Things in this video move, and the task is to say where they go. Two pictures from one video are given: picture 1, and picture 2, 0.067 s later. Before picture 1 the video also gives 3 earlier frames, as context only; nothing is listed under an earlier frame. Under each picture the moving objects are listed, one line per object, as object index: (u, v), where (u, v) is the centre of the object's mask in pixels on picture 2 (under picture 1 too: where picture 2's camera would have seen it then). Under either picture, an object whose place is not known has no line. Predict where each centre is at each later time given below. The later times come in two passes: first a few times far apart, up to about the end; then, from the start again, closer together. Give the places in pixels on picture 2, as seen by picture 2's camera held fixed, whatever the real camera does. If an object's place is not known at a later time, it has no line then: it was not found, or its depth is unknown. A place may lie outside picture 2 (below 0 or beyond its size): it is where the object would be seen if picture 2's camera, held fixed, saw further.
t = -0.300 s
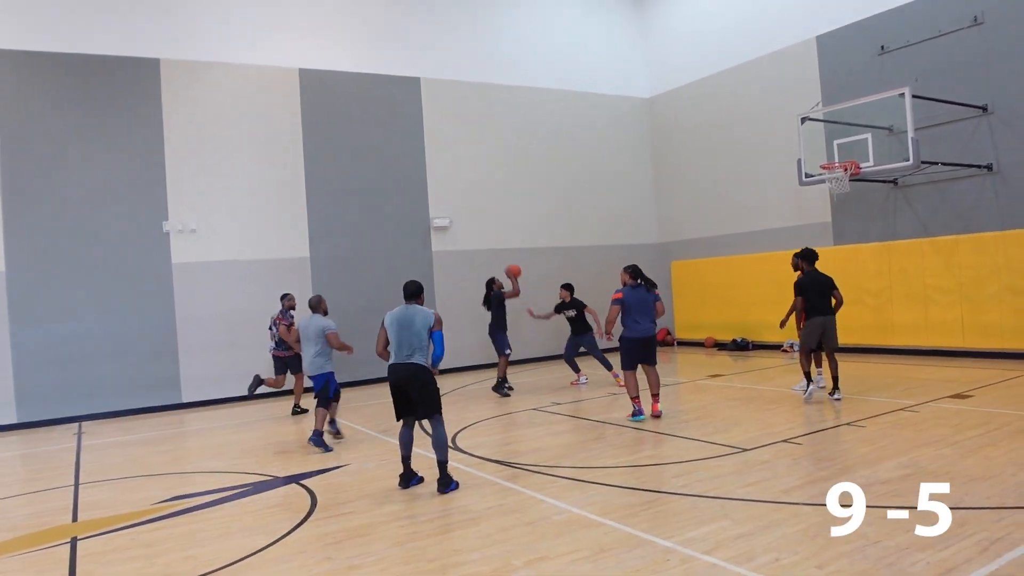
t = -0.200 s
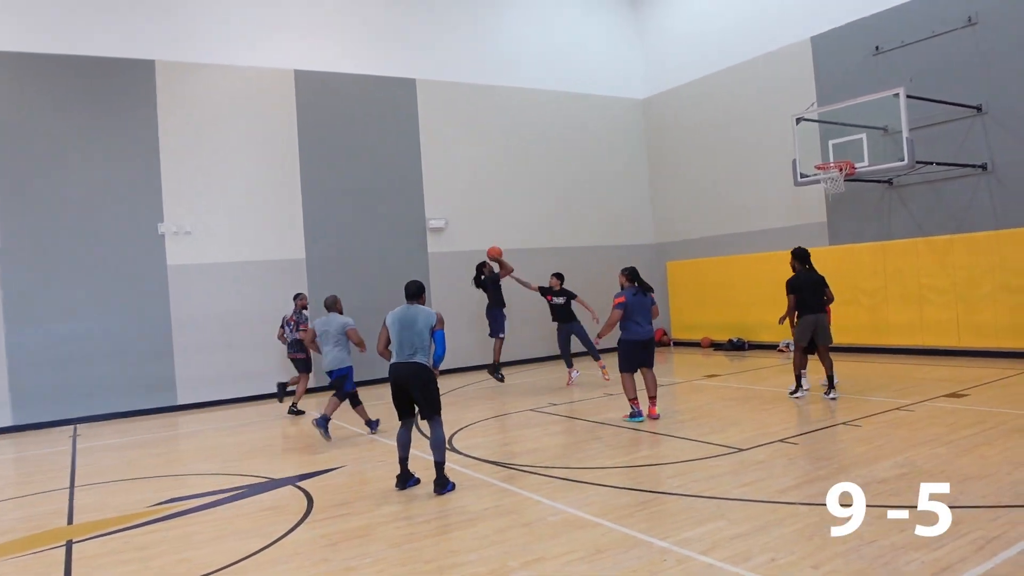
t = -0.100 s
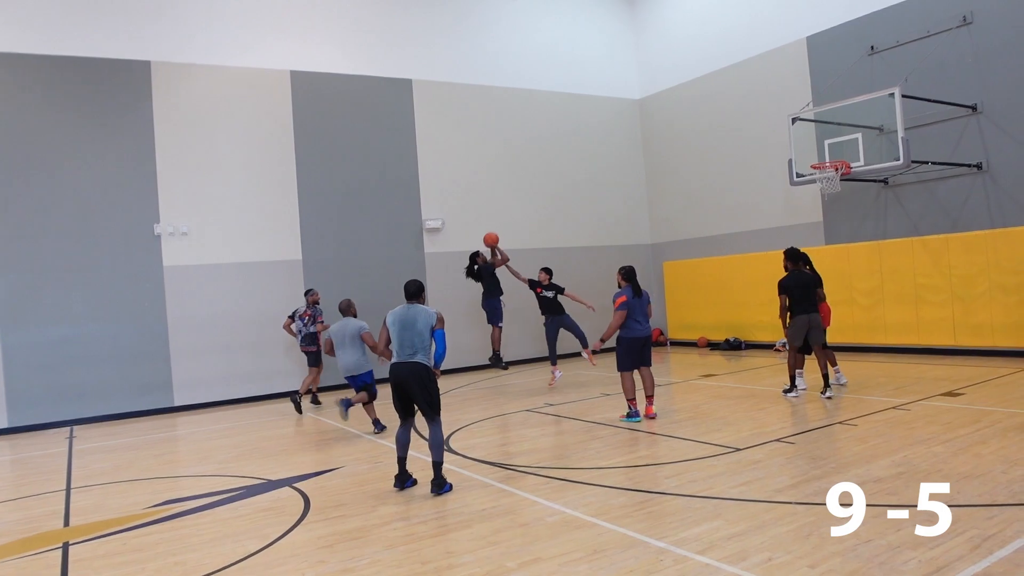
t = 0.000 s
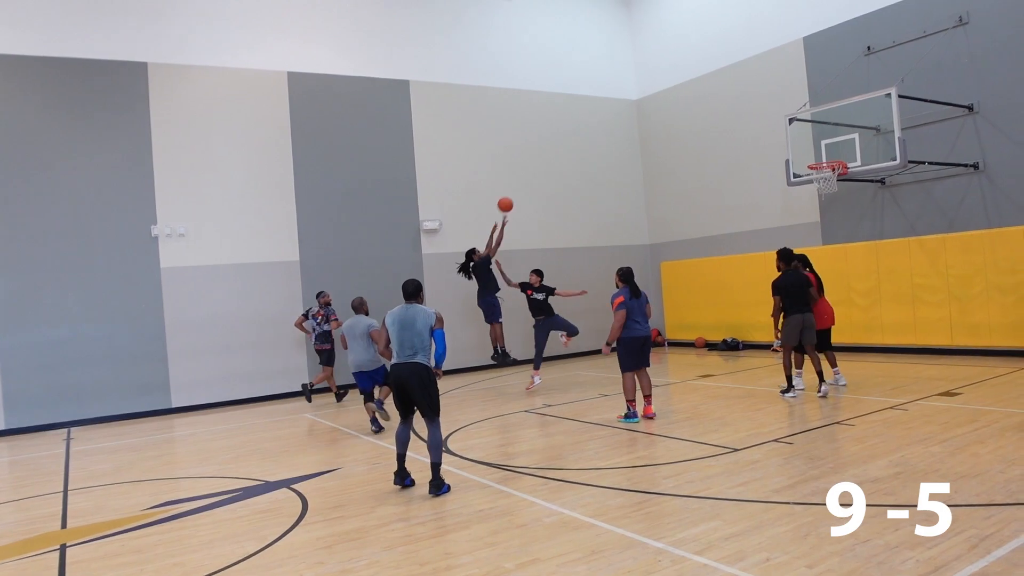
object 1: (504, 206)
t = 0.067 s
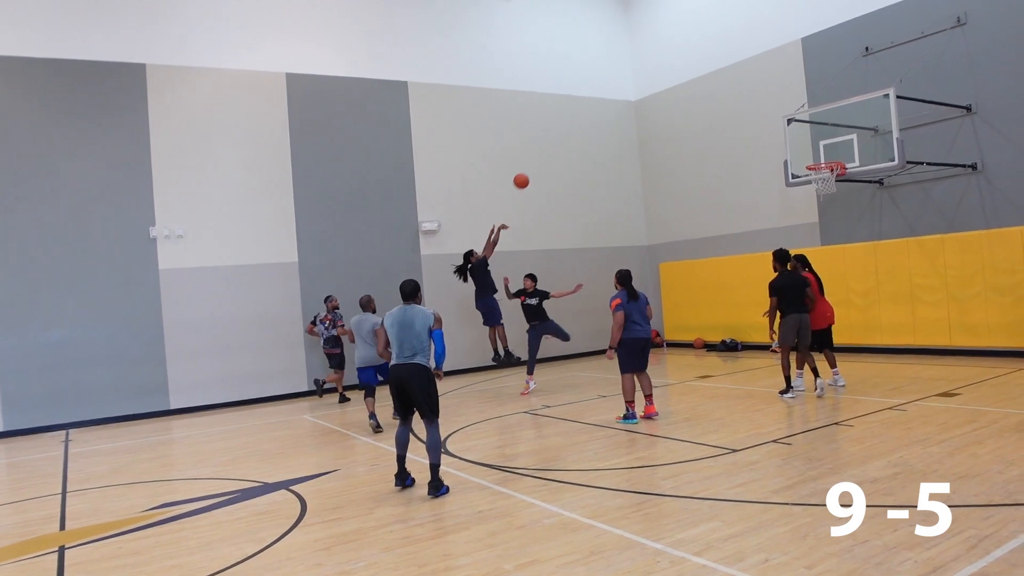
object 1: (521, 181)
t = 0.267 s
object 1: (574, 124)
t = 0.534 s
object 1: (649, 88)
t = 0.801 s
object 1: (728, 98)
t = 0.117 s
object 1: (534, 164)
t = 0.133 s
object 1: (539, 159)
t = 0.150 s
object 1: (543, 154)
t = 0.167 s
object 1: (547, 149)
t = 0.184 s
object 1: (552, 145)
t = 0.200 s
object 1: (556, 140)
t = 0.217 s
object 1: (561, 136)
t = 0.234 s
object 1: (565, 132)
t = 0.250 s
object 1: (570, 128)
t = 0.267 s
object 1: (574, 124)
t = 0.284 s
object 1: (579, 120)
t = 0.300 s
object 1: (583, 117)
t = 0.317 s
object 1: (588, 114)
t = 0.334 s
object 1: (592, 111)
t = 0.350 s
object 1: (597, 108)
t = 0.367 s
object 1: (602, 105)
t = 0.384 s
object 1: (606, 102)
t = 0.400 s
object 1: (611, 100)
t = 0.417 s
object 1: (616, 98)
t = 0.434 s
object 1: (620, 96)
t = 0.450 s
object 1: (625, 94)
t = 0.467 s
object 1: (630, 93)
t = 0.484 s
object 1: (634, 91)
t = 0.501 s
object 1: (639, 90)
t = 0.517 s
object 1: (644, 89)
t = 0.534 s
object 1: (649, 88)
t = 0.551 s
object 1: (653, 87)
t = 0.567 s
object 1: (658, 86)
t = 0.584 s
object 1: (663, 86)
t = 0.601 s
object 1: (668, 86)
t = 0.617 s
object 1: (673, 86)
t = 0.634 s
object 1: (678, 86)
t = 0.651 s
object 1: (683, 86)
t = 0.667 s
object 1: (688, 87)
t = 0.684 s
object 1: (693, 88)
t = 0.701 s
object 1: (698, 89)
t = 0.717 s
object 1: (703, 90)
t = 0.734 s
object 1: (708, 91)
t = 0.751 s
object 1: (713, 93)
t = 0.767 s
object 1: (718, 94)
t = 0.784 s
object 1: (724, 96)
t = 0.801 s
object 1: (728, 98)
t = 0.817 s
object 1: (734, 100)
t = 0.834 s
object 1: (739, 103)
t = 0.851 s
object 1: (744, 105)
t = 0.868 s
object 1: (749, 108)
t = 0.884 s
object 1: (754, 111)
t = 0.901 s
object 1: (760, 114)
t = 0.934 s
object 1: (770, 121)
